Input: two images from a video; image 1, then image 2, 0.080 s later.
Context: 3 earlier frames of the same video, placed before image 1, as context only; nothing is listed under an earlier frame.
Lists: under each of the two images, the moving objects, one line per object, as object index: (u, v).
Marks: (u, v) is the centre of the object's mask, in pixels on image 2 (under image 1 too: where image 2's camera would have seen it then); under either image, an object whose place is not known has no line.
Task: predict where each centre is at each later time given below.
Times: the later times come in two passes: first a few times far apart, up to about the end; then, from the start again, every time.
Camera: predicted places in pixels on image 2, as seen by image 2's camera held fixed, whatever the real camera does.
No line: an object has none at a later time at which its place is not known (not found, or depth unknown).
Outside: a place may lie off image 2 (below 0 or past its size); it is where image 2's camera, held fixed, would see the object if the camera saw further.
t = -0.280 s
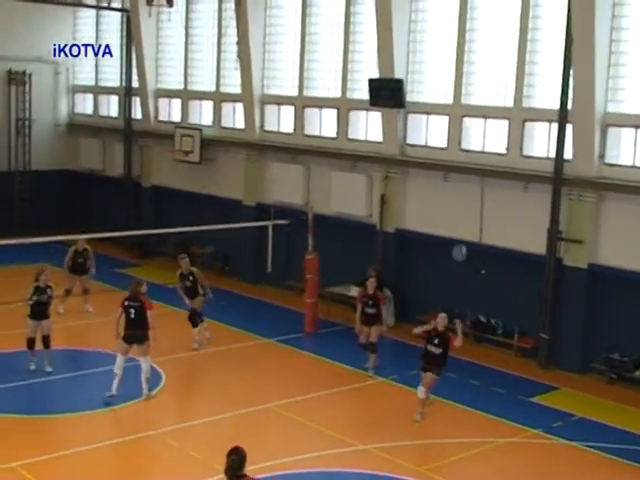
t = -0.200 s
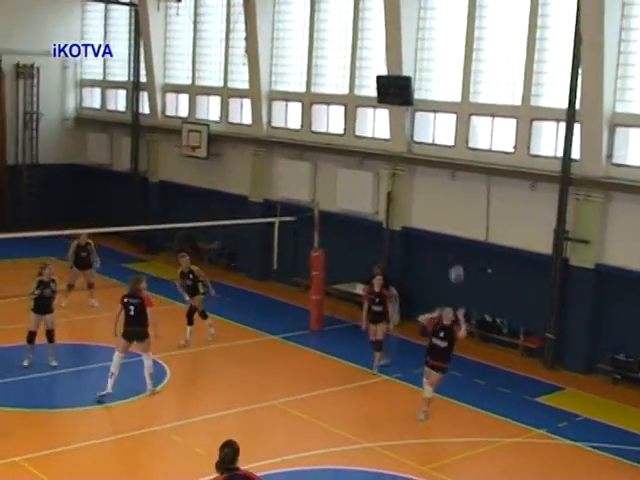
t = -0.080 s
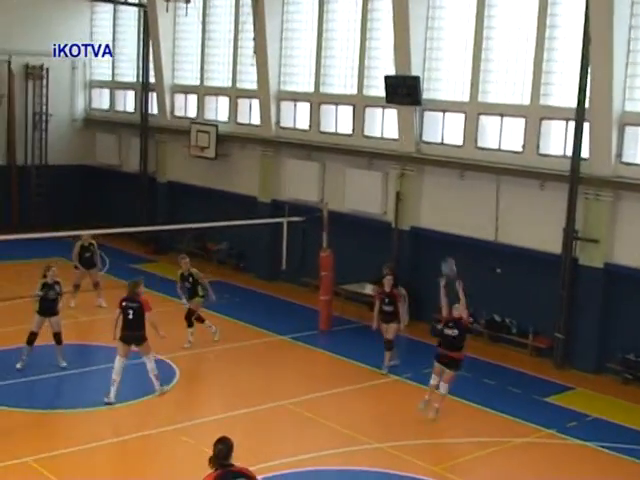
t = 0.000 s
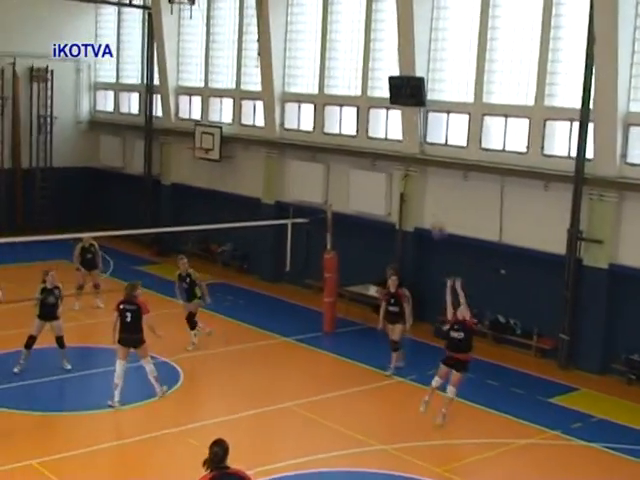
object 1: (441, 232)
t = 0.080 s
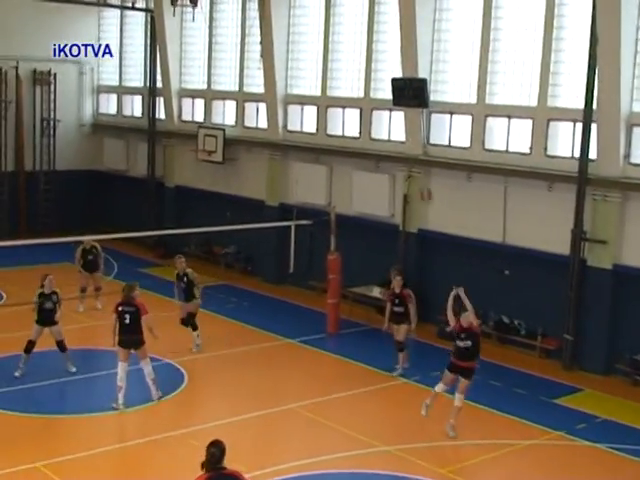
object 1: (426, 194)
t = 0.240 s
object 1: (391, 131)
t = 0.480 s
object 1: (332, 70)
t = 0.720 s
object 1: (264, 58)
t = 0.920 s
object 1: (202, 90)
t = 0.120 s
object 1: (418, 176)
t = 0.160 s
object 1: (411, 162)
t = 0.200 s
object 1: (399, 147)
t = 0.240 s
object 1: (391, 131)
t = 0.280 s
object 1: (382, 118)
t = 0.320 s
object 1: (372, 106)
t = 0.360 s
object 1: (363, 96)
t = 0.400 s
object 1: (353, 86)
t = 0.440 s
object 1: (343, 77)
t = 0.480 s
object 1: (332, 70)
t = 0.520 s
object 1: (322, 65)
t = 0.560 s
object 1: (311, 60)
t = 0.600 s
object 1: (300, 57)
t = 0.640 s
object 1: (288, 56)
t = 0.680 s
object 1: (277, 56)
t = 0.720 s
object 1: (264, 58)
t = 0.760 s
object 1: (252, 61)
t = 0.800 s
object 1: (240, 66)
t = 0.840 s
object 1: (227, 72)
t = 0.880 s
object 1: (215, 80)
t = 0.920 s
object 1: (202, 90)
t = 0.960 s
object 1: (188, 103)
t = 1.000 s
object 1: (177, 115)
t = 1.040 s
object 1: (161, 131)
